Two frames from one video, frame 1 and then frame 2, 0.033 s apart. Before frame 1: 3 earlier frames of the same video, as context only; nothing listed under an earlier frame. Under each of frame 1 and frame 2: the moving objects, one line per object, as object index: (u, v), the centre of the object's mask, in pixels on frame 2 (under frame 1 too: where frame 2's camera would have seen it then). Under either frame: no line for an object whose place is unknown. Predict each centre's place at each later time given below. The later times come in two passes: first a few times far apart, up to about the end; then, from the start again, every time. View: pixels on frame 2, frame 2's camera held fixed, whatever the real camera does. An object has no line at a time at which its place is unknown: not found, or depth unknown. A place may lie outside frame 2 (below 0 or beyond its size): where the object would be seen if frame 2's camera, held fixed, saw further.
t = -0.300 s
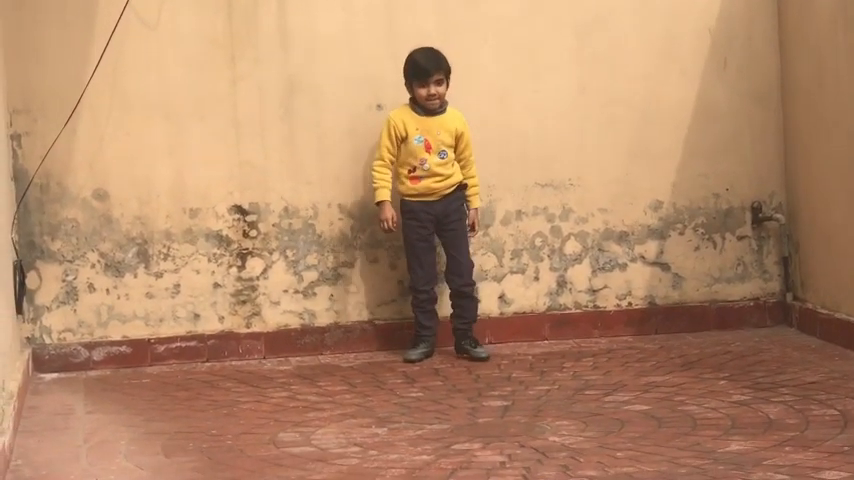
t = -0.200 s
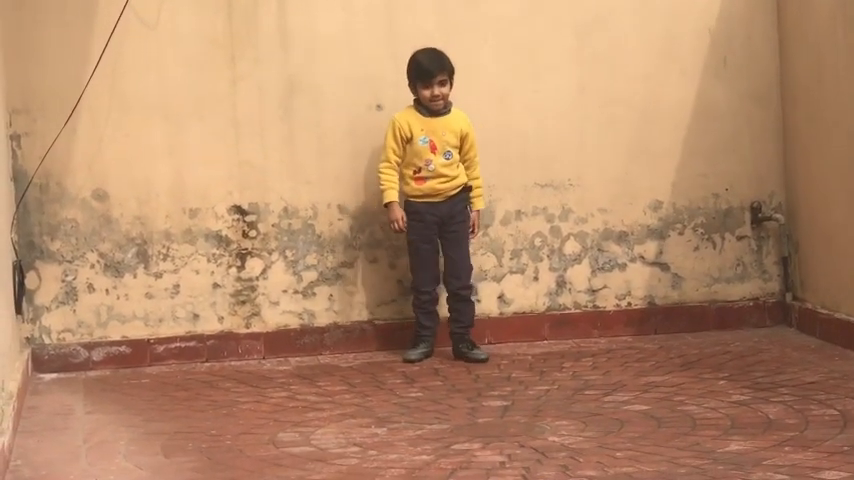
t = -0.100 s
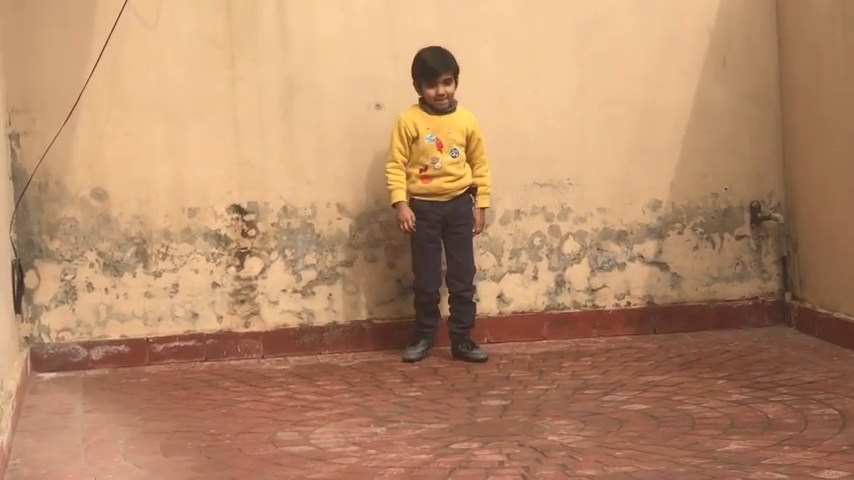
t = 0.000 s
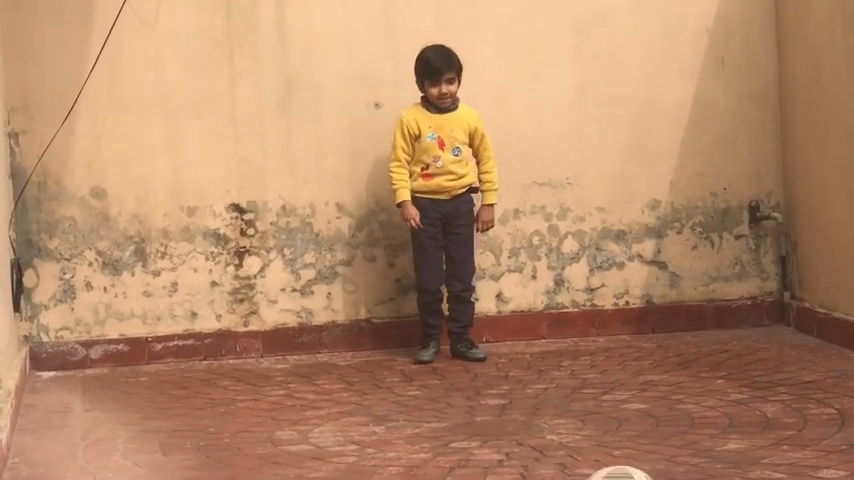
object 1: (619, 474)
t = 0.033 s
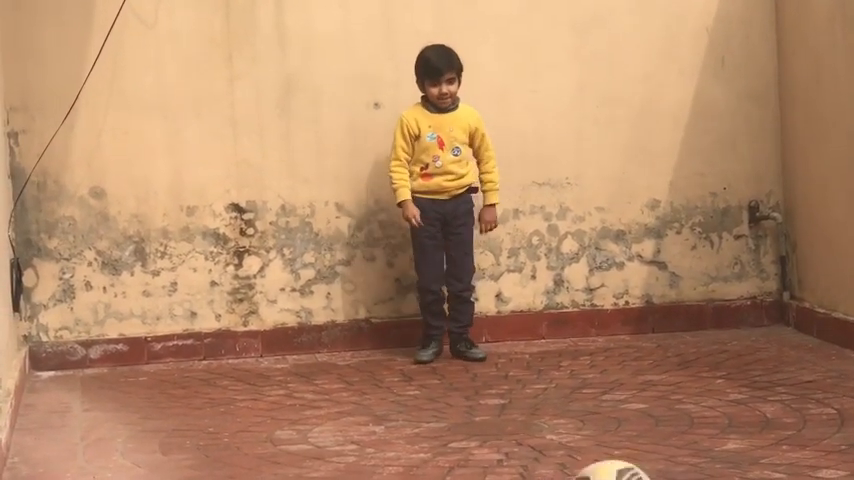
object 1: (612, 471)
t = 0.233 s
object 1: (573, 462)
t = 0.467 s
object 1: (534, 434)
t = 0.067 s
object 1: (607, 471)
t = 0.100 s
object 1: (598, 469)
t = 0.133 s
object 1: (592, 467)
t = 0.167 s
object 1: (585, 466)
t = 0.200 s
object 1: (578, 462)
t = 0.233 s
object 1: (573, 462)
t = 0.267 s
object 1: (567, 457)
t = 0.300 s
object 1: (561, 454)
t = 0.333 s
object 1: (555, 453)
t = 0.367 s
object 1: (550, 449)
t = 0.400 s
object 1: (545, 447)
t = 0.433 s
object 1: (539, 439)
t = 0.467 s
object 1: (534, 434)
